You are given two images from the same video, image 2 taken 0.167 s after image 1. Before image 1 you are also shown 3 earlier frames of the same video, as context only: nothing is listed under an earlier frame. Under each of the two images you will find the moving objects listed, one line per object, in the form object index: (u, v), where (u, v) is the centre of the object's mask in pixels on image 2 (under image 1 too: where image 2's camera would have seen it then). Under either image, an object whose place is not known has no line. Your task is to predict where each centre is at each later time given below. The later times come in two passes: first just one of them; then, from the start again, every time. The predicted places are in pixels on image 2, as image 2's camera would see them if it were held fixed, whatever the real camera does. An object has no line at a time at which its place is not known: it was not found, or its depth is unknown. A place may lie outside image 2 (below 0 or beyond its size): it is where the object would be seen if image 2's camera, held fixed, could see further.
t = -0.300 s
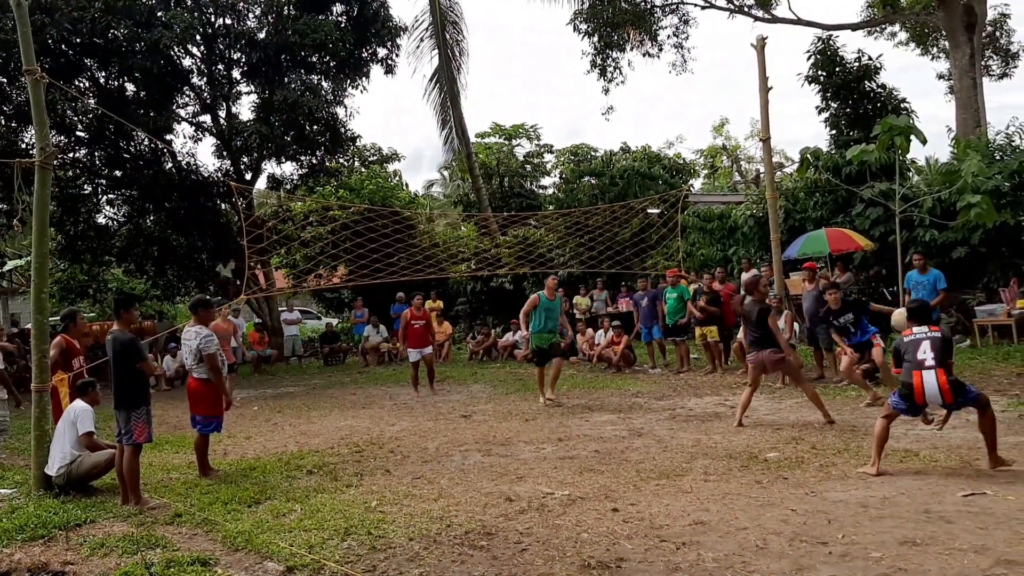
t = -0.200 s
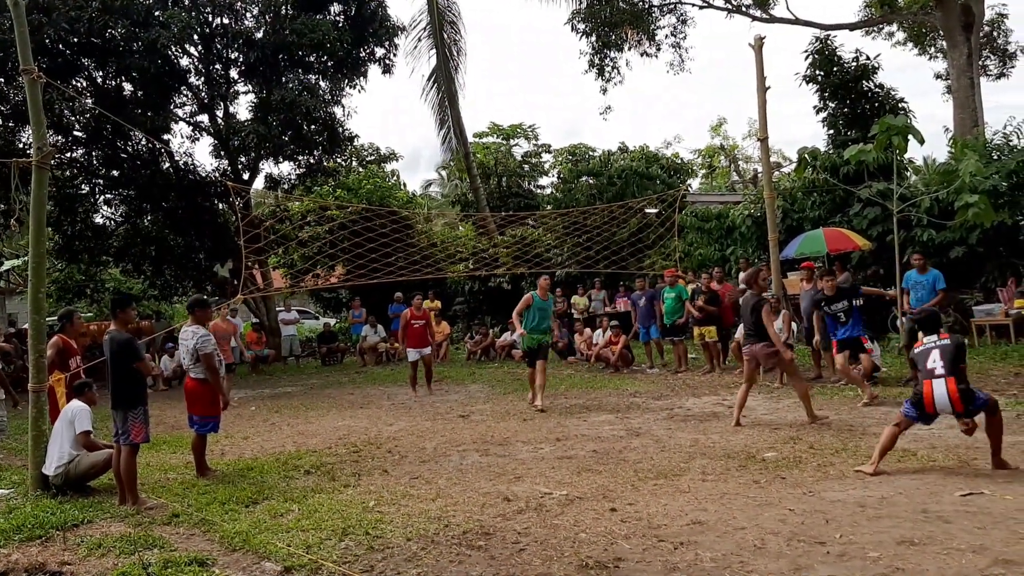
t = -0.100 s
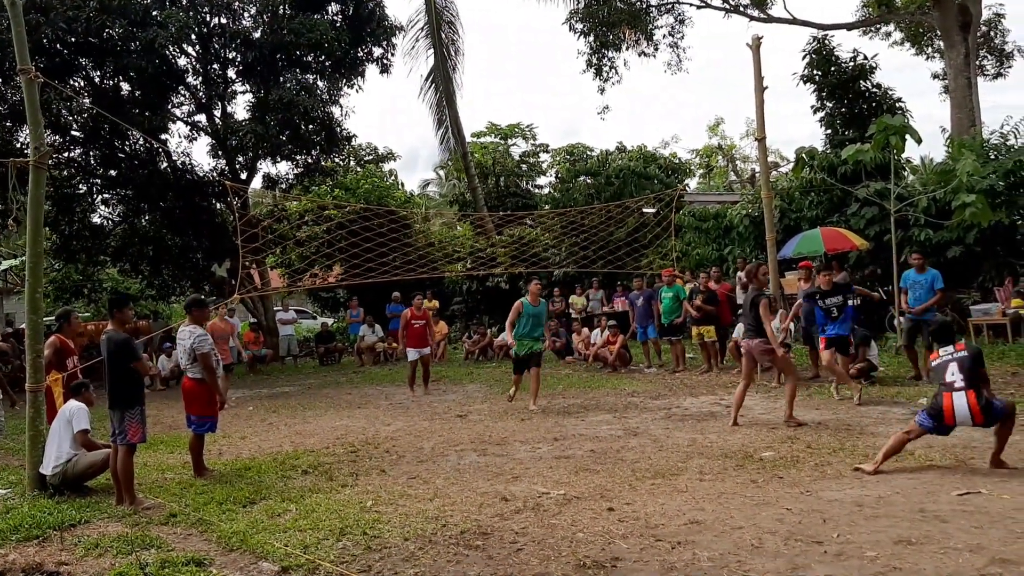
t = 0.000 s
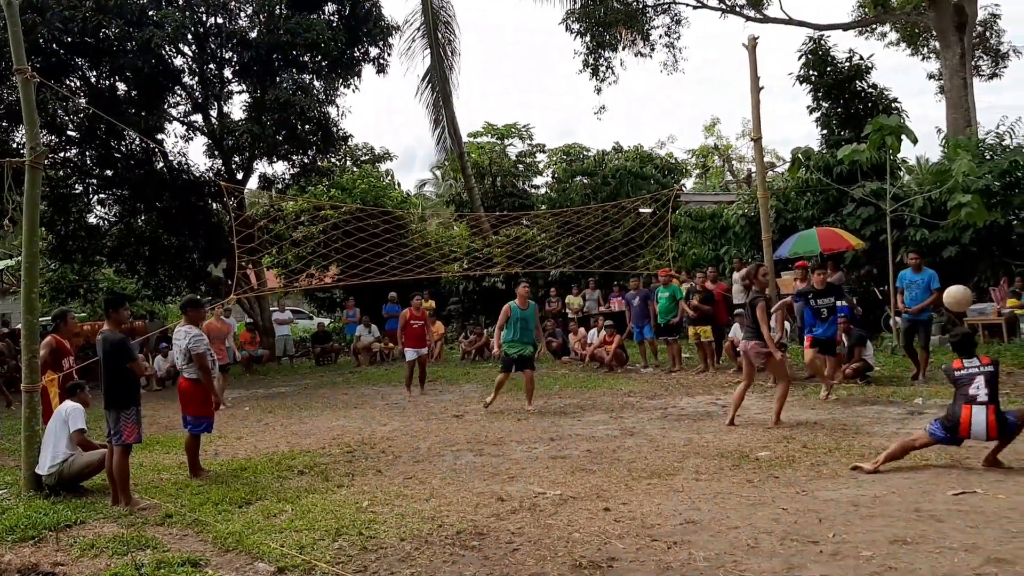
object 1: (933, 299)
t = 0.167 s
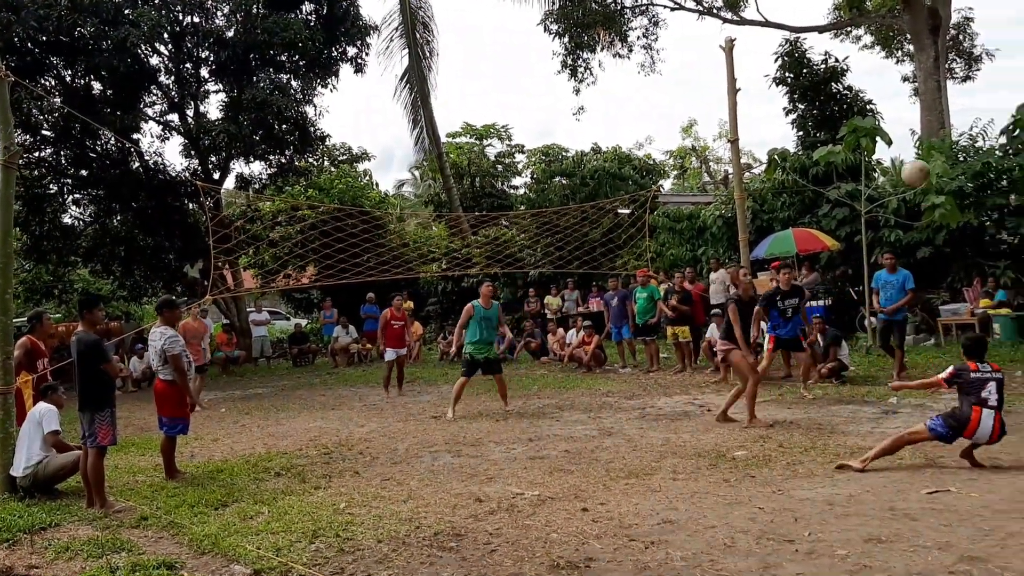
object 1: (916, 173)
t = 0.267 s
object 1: (907, 115)
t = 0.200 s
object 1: (913, 152)
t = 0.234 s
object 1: (910, 133)
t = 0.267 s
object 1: (907, 115)
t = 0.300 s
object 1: (903, 99)
